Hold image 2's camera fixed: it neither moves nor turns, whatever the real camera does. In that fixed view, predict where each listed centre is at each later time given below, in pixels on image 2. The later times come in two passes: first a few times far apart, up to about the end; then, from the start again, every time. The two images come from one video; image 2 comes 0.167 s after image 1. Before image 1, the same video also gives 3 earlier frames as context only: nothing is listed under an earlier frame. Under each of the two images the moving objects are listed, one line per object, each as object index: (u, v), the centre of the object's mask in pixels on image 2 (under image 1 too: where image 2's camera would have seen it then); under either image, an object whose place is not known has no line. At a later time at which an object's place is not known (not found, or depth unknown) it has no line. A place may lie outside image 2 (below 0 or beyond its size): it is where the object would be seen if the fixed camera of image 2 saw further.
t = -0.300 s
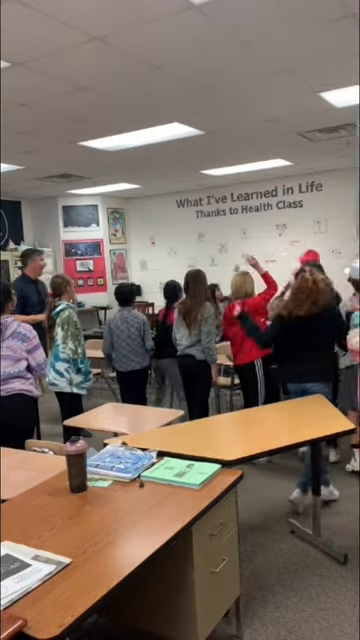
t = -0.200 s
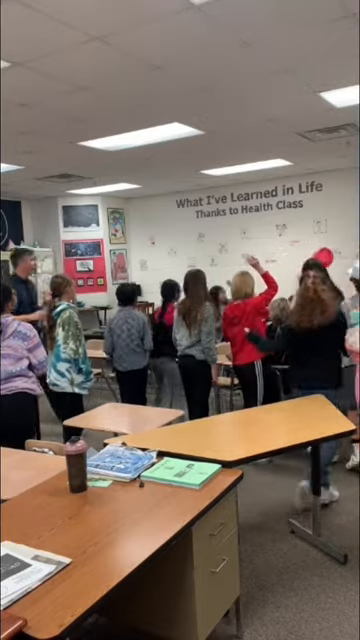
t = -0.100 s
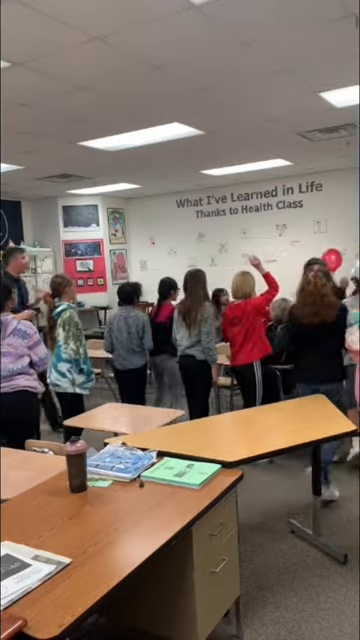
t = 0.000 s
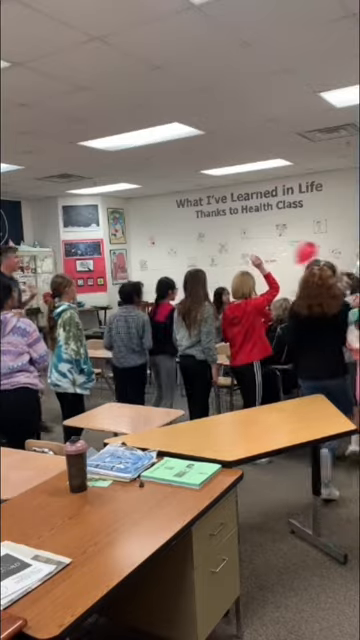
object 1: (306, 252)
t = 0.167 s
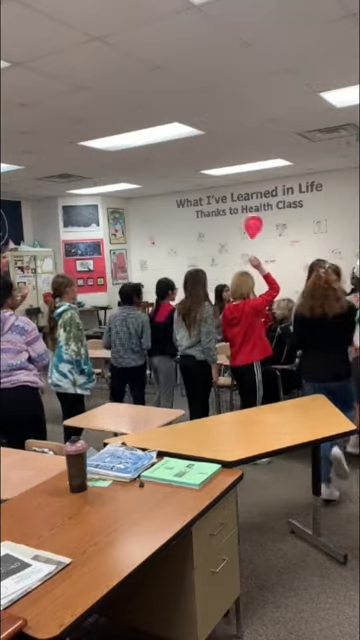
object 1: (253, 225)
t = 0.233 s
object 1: (248, 218)
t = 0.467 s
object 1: (240, 207)
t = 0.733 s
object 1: (239, 203)
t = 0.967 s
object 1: (238, 204)
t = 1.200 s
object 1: (239, 210)
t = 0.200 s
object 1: (250, 222)
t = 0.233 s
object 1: (248, 218)
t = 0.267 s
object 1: (246, 216)
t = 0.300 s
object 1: (245, 213)
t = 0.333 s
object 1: (243, 211)
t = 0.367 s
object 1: (242, 210)
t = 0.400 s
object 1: (241, 209)
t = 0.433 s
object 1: (240, 208)
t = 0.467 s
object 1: (240, 207)
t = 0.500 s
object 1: (239, 206)
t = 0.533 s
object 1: (239, 205)
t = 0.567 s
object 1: (239, 205)
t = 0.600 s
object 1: (239, 204)
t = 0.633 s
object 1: (239, 204)
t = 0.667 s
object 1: (239, 204)
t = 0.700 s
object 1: (239, 203)
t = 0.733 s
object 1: (239, 203)
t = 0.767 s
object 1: (239, 203)
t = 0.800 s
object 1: (239, 203)
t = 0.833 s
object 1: (239, 203)
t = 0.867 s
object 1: (239, 203)
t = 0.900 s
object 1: (239, 204)
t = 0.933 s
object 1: (239, 204)
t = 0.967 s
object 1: (238, 204)
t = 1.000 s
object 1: (238, 205)
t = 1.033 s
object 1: (239, 205)
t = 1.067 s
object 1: (238, 206)
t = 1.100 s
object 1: (239, 206)
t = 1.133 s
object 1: (239, 207)
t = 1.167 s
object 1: (239, 208)
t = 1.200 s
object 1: (239, 210)
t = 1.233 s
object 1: (239, 211)
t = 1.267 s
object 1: (239, 212)
